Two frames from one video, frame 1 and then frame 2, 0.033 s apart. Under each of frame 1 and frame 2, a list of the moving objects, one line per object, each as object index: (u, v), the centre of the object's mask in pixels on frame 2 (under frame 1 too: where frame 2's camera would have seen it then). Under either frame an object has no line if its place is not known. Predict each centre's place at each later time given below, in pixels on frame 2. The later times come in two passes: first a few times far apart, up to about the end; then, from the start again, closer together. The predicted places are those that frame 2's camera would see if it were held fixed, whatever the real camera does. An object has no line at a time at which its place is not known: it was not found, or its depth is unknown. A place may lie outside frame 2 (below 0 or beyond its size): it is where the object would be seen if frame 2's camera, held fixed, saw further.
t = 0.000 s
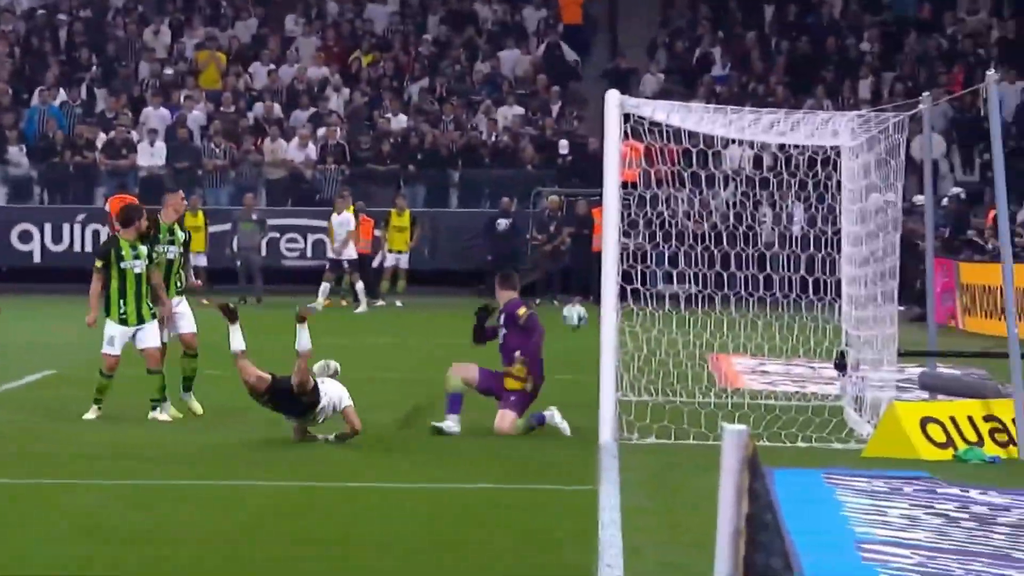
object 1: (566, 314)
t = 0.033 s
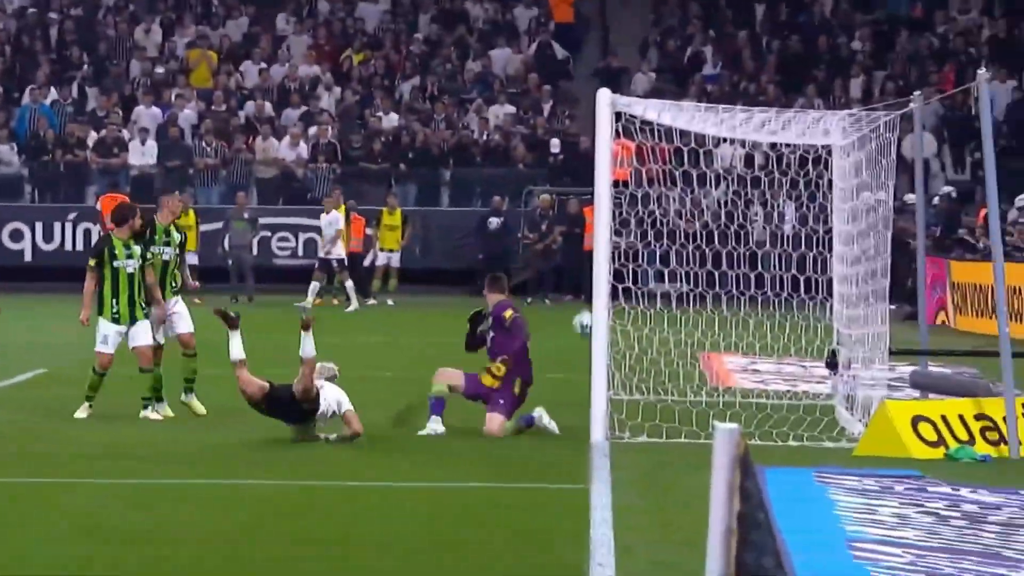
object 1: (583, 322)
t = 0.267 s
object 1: (729, 380)
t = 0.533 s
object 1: (780, 308)
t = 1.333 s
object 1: (729, 370)
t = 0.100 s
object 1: (626, 343)
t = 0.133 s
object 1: (646, 352)
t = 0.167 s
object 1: (669, 369)
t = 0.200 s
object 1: (686, 378)
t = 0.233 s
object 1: (709, 393)
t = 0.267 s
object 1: (729, 380)
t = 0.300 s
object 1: (748, 369)
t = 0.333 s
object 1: (765, 355)
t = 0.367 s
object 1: (778, 345)
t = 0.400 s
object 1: (781, 337)
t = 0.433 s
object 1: (785, 328)
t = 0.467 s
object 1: (781, 320)
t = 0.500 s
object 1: (781, 314)
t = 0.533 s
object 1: (780, 308)
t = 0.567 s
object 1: (777, 303)
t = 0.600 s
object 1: (773, 297)
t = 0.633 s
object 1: (773, 293)
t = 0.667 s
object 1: (770, 290)
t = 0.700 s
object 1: (768, 287)
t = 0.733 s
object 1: (765, 285)
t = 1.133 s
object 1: (739, 340)
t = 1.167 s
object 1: (738, 349)
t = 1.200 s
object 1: (736, 364)
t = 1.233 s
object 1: (729, 381)
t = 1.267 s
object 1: (725, 390)
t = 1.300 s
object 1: (726, 386)
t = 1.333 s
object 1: (729, 370)
